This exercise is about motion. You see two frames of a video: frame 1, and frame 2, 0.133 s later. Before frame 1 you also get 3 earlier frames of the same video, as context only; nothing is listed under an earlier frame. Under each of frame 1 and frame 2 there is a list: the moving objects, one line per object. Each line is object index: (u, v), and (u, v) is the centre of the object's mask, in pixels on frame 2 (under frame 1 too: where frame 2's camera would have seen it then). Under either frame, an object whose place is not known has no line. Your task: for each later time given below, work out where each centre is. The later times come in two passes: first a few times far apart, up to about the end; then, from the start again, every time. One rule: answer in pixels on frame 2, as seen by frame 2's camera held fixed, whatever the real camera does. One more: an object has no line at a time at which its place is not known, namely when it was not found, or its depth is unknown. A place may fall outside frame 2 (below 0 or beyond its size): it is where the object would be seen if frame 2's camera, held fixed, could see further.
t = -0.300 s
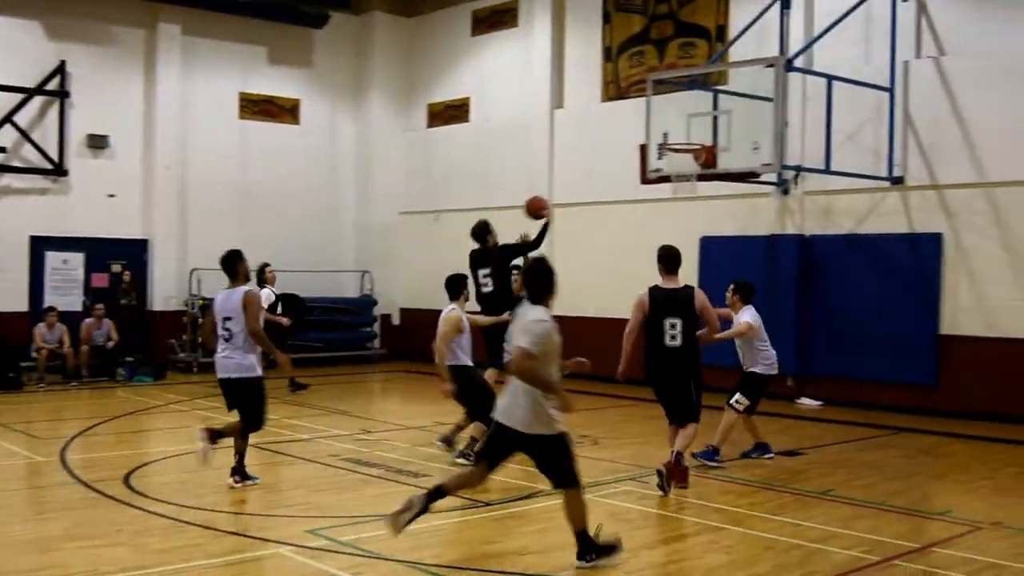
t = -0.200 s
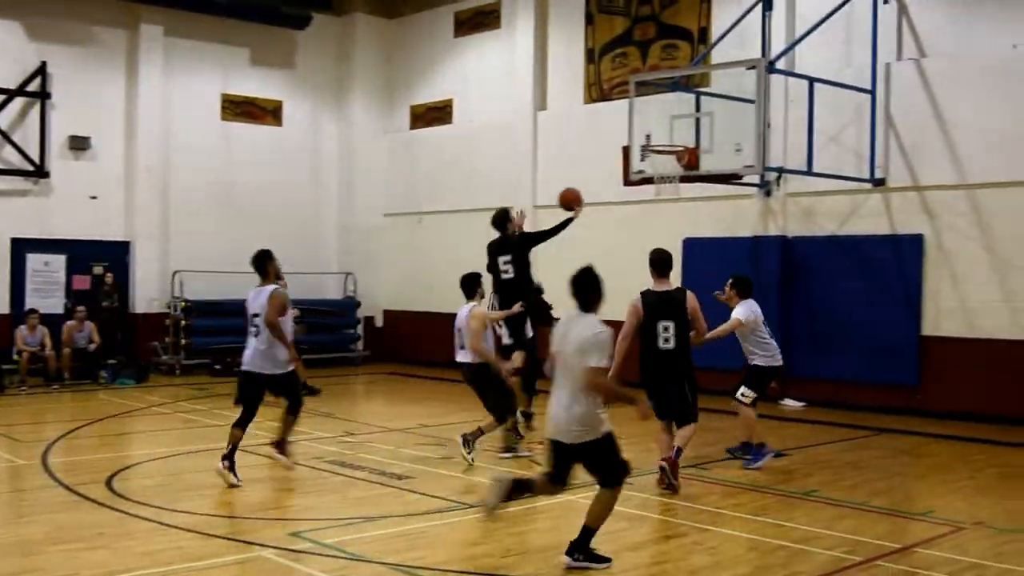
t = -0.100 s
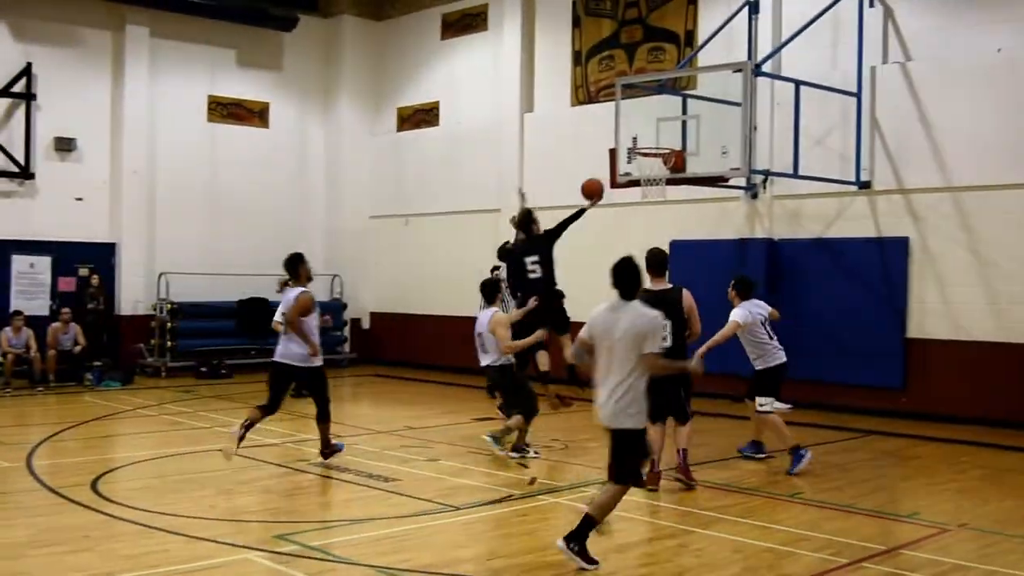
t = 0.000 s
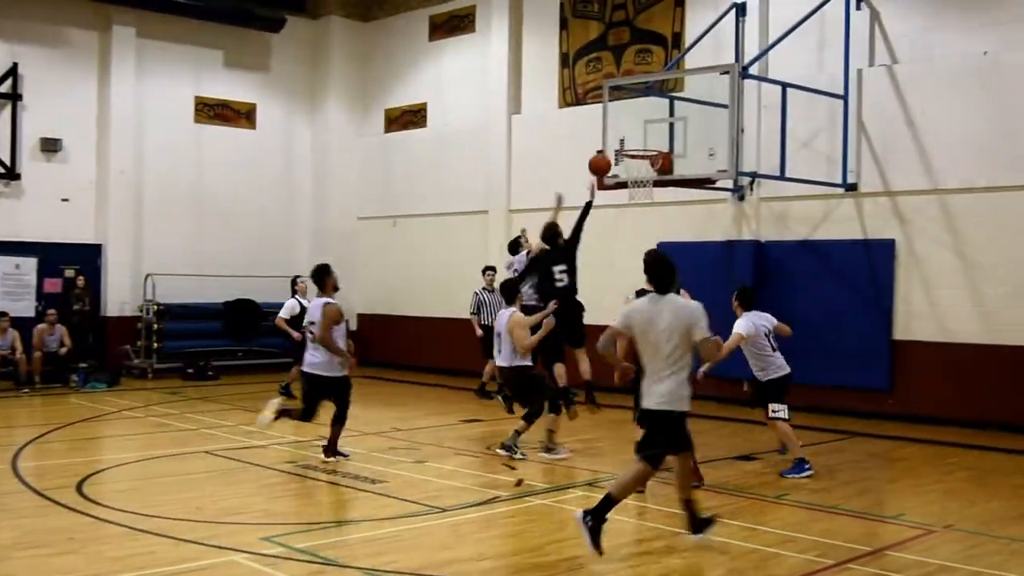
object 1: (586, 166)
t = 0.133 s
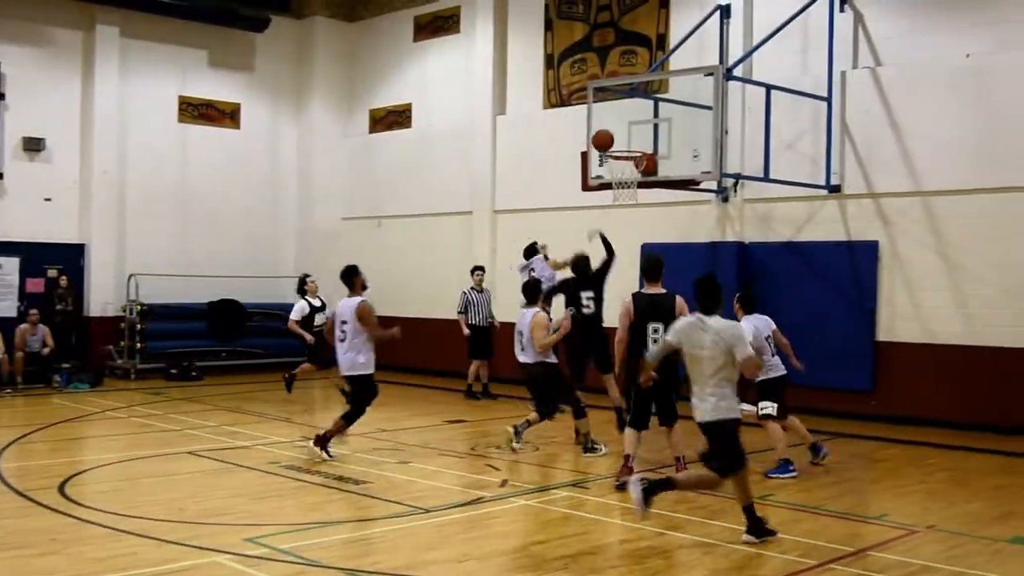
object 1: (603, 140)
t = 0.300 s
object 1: (623, 131)
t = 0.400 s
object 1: (635, 139)
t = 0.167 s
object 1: (607, 136)
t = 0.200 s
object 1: (611, 133)
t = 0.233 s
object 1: (615, 132)
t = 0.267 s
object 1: (619, 131)
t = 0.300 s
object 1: (623, 131)
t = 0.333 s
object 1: (627, 133)
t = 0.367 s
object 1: (631, 135)
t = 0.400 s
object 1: (635, 139)
